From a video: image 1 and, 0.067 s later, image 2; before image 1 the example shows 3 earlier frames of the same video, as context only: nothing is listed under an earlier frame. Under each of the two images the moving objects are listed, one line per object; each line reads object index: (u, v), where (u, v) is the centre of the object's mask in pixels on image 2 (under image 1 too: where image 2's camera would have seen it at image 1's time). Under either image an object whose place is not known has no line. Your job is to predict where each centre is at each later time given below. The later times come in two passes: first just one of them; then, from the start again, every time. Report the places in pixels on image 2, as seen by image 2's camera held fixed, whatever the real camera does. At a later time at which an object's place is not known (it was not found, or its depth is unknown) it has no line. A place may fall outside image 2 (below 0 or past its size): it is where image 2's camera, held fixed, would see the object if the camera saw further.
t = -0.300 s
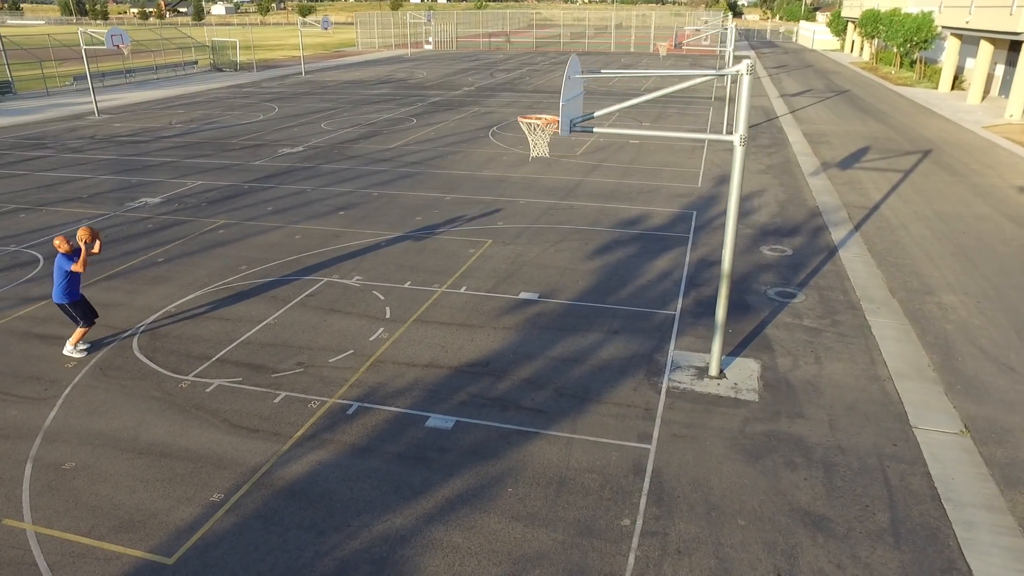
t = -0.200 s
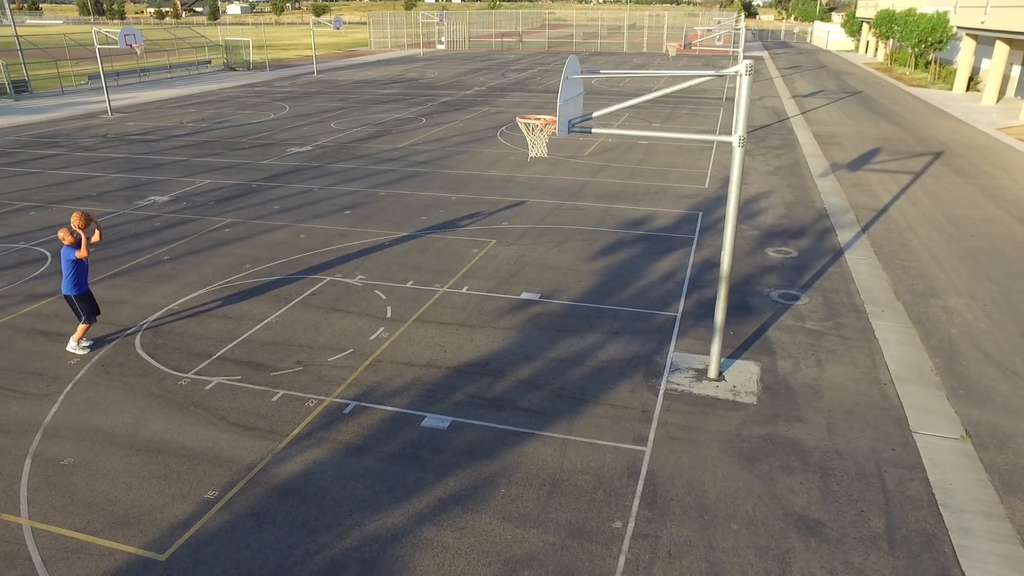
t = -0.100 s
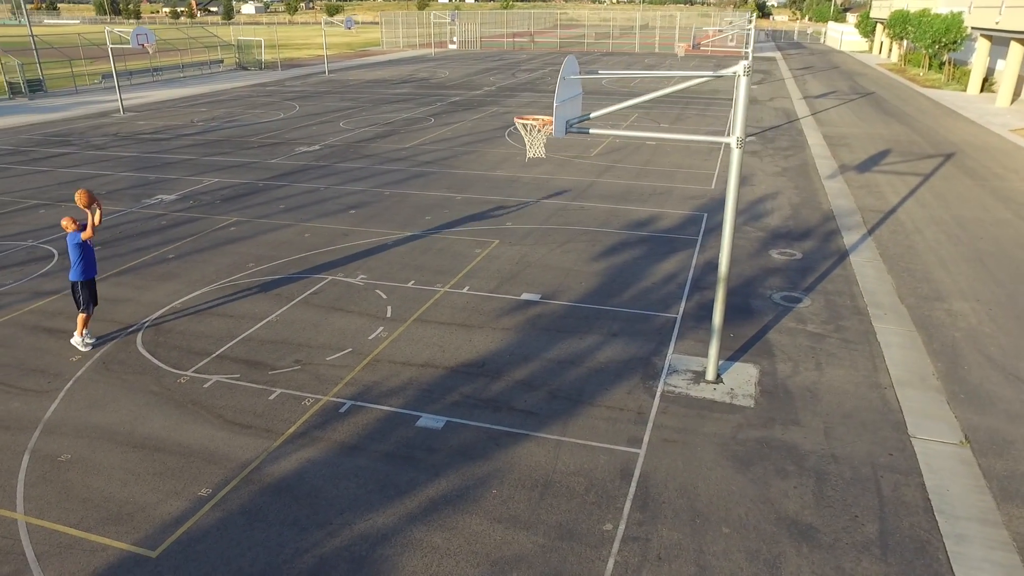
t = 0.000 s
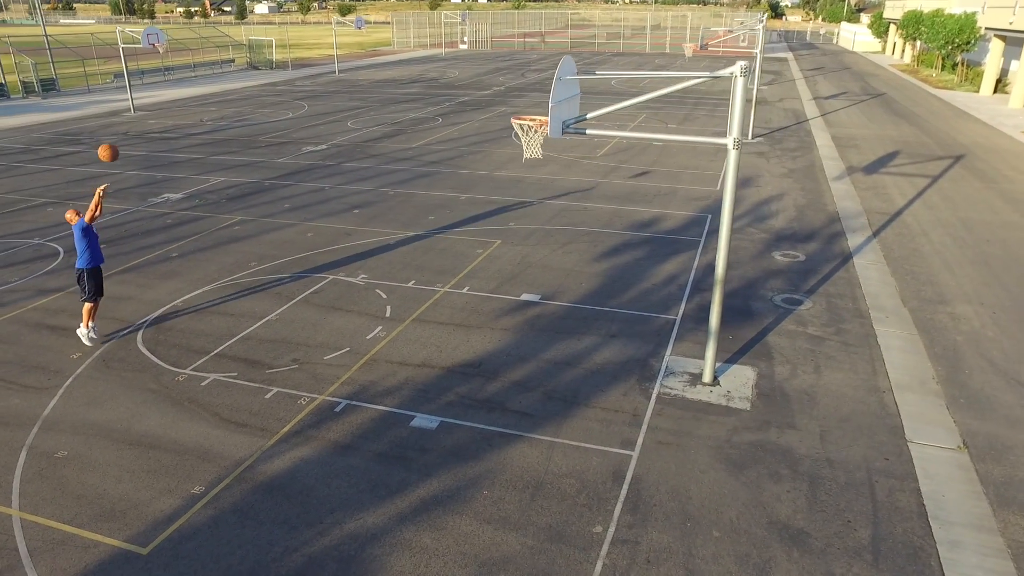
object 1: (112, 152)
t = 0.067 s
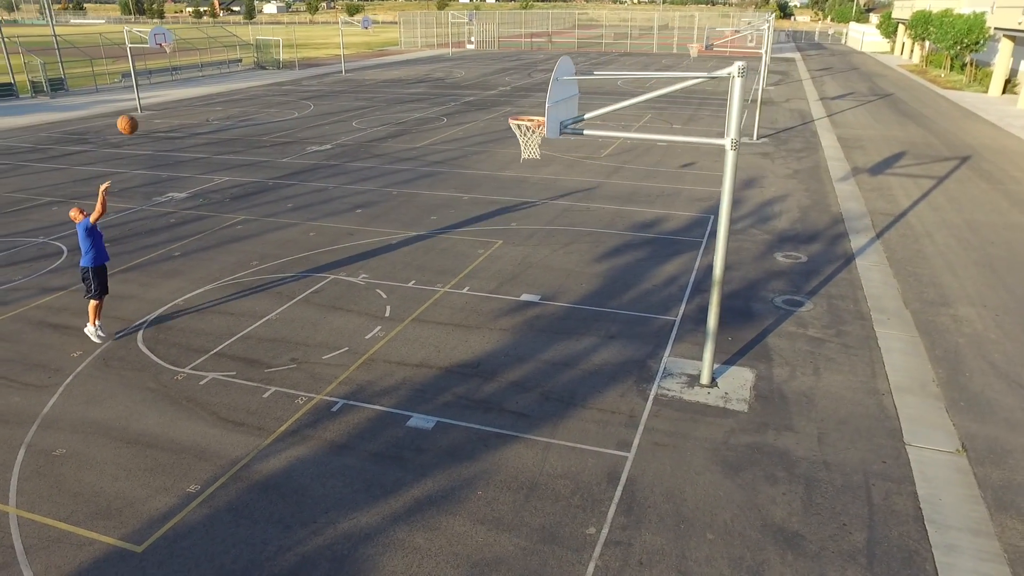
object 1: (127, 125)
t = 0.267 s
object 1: (171, 57)
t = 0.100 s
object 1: (134, 112)
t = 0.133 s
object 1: (143, 99)
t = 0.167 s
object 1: (148, 88)
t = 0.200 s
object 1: (155, 77)
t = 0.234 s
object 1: (162, 67)
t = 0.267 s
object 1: (171, 57)
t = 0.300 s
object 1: (178, 50)
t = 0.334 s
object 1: (186, 42)
